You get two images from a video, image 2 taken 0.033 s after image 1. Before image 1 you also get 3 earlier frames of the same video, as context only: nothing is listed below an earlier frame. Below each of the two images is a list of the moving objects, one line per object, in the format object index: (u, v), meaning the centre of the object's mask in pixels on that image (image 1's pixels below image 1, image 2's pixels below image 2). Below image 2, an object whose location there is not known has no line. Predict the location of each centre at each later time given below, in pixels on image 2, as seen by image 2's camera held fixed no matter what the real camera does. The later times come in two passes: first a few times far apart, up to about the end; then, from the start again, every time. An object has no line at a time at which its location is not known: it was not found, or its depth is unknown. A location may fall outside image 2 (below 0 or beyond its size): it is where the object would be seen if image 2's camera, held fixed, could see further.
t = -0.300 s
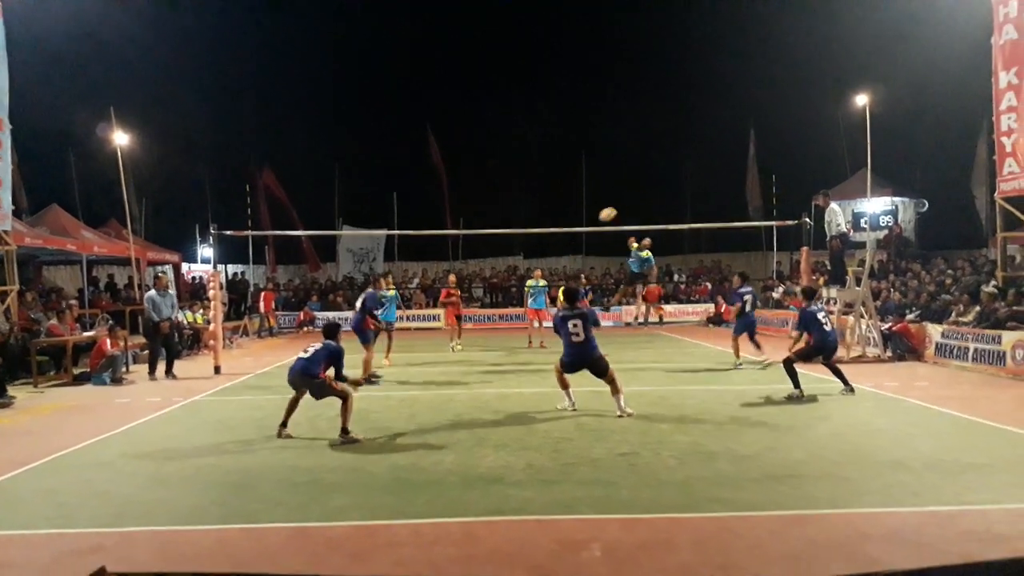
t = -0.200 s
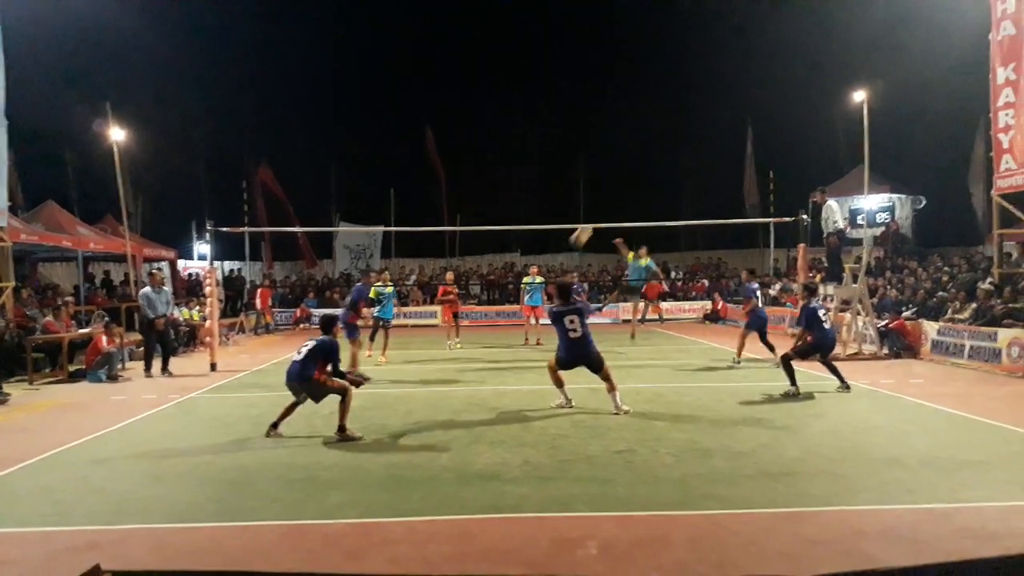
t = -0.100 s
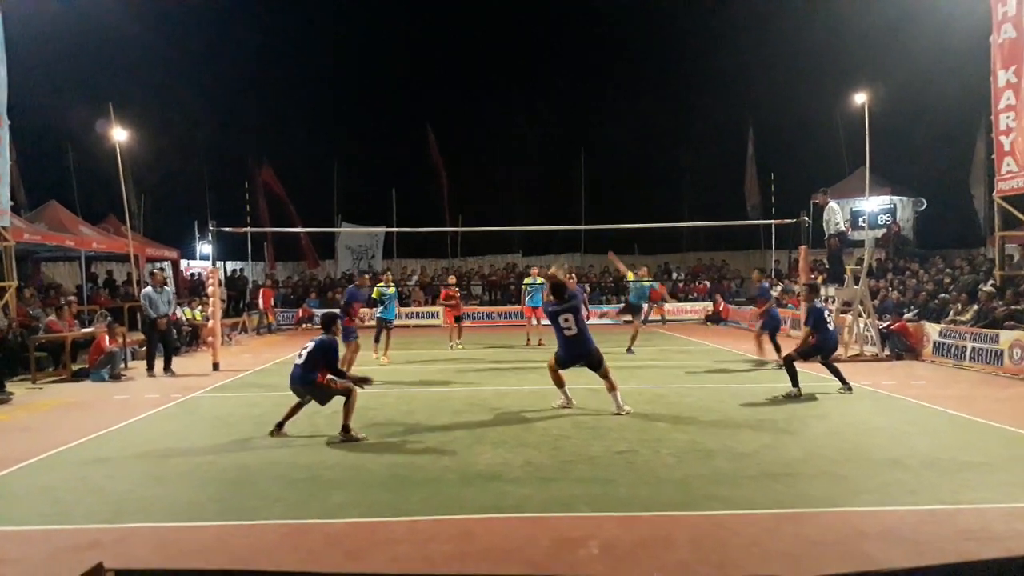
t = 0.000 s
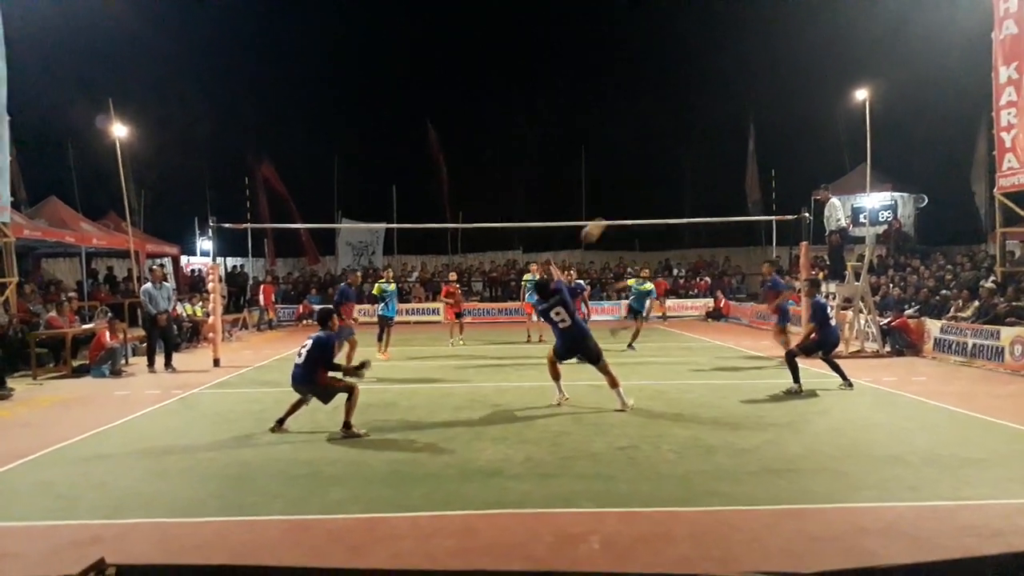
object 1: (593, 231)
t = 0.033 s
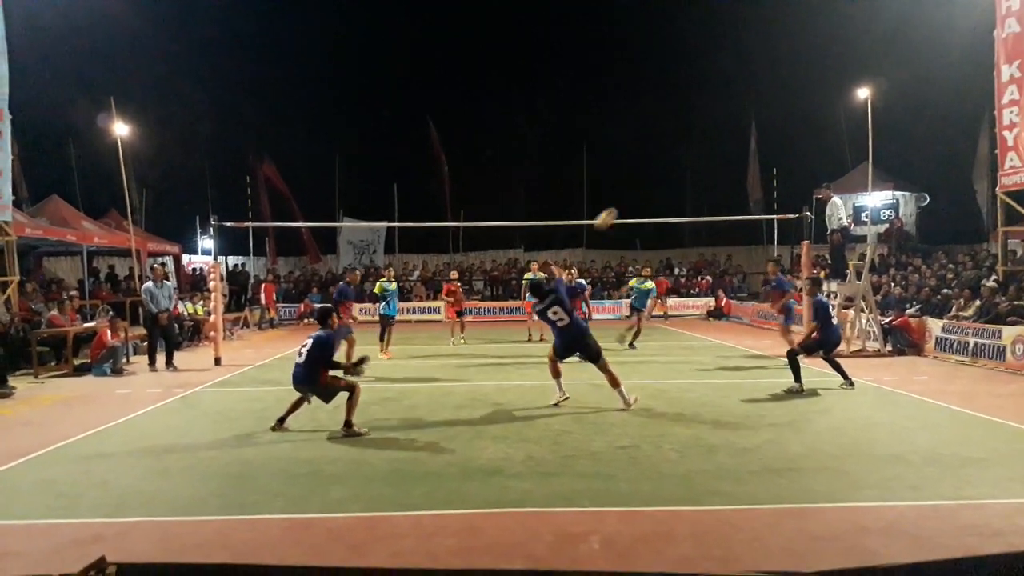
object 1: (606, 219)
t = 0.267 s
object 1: (670, 180)
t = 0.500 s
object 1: (714, 183)
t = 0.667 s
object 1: (740, 200)
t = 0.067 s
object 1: (617, 209)
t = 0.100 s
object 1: (627, 201)
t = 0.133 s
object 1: (636, 195)
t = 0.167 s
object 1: (645, 190)
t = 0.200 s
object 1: (654, 186)
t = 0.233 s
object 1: (662, 183)
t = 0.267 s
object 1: (670, 180)
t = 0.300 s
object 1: (677, 179)
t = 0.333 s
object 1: (684, 178)
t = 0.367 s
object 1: (691, 178)
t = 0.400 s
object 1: (697, 178)
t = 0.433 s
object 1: (703, 179)
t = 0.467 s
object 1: (709, 181)
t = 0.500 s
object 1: (714, 183)
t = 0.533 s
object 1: (720, 186)
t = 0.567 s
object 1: (725, 189)
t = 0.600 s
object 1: (730, 192)
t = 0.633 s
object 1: (735, 196)
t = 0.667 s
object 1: (740, 200)
